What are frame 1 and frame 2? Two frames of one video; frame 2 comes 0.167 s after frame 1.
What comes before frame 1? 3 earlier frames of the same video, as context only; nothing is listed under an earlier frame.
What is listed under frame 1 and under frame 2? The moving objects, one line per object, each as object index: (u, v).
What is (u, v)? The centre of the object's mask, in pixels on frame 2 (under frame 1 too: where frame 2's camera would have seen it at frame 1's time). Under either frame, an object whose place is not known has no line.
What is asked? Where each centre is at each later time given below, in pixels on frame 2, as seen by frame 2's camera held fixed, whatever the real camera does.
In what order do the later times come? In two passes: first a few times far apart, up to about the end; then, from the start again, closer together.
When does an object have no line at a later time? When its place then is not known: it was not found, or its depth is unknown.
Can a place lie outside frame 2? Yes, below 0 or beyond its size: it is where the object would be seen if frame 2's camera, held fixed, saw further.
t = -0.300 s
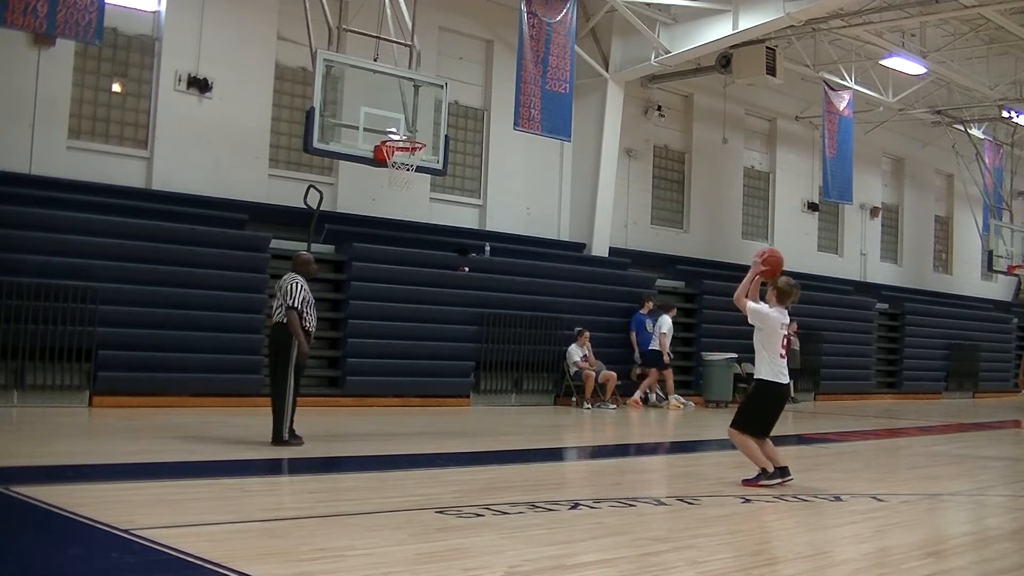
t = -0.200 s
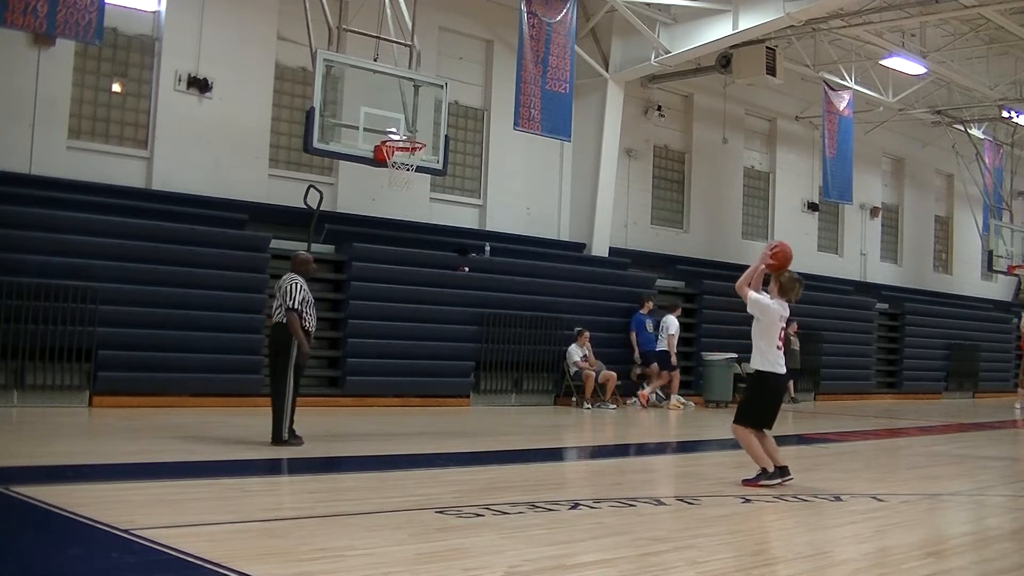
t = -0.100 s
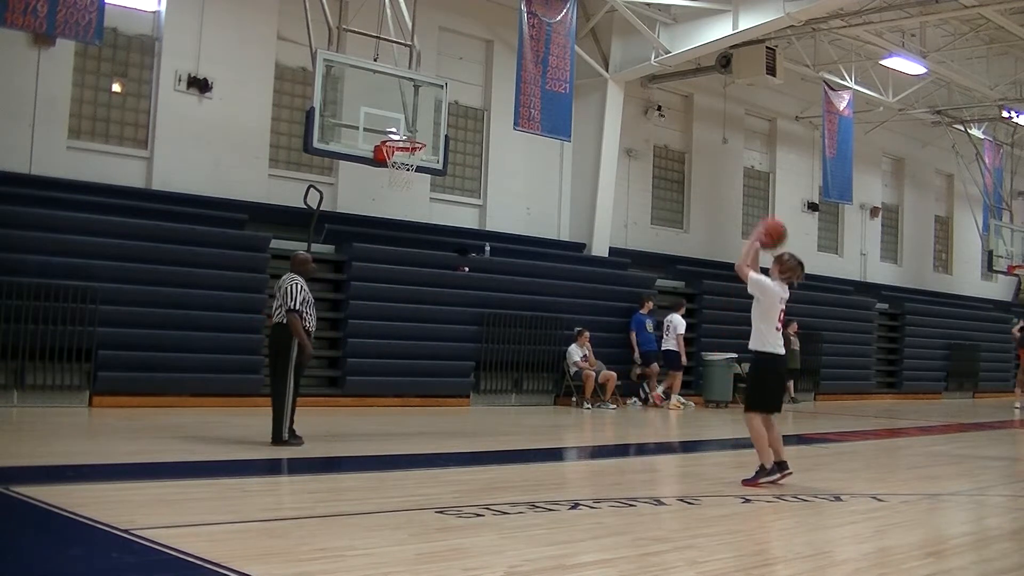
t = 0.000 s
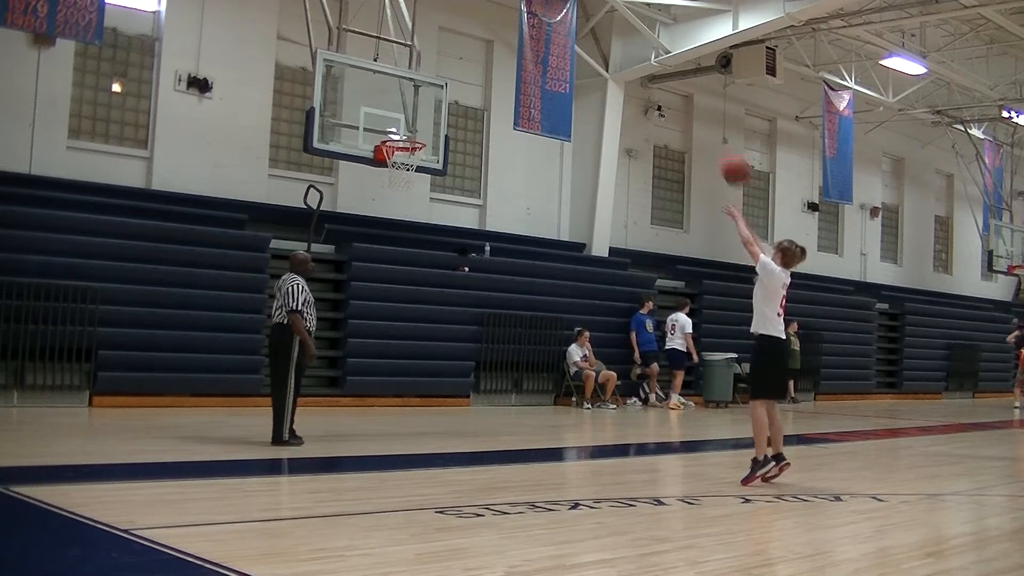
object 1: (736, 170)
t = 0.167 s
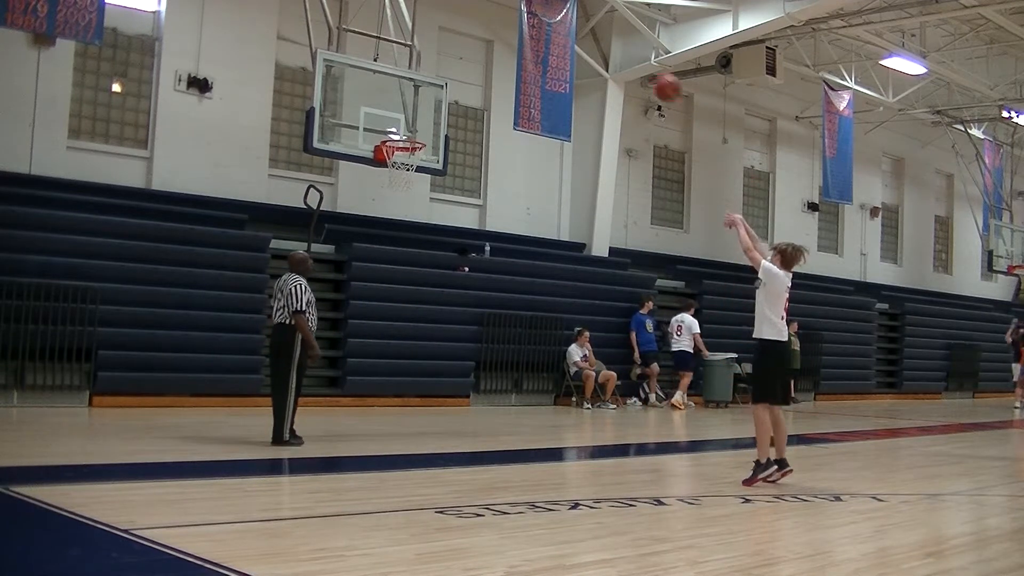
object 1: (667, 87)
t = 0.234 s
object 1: (642, 67)
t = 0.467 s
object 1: (560, 35)
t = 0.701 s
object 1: (487, 59)
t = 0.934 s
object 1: (421, 129)
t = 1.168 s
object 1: (384, 157)
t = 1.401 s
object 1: (412, 171)
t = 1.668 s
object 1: (434, 230)
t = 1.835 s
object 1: (445, 300)
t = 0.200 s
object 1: (655, 77)
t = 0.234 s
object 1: (642, 67)
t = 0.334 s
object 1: (605, 45)
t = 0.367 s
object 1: (593, 40)
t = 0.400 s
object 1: (583, 37)
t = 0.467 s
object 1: (560, 35)
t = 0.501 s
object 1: (549, 35)
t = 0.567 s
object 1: (528, 39)
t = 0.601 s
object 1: (517, 43)
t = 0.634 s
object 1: (507, 47)
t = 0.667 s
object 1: (497, 53)
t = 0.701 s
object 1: (487, 59)
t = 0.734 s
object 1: (477, 66)
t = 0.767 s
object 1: (468, 74)
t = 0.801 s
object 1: (458, 83)
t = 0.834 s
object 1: (449, 93)
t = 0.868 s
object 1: (440, 105)
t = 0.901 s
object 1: (430, 117)
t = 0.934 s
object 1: (421, 129)
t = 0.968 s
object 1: (413, 139)
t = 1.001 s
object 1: (402, 148)
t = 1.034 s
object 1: (399, 151)
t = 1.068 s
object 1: (391, 153)
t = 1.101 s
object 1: (385, 156)
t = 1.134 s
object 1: (384, 157)
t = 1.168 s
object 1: (384, 157)
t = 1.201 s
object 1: (386, 158)
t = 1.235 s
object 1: (390, 157)
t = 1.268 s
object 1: (393, 157)
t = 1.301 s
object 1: (396, 157)
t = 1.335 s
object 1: (402, 164)
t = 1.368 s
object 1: (404, 164)
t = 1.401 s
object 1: (412, 171)
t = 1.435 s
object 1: (414, 175)
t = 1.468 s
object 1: (417, 178)
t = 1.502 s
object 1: (420, 185)
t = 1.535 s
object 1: (422, 191)
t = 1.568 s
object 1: (425, 199)
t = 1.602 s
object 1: (428, 208)
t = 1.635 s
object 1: (431, 219)
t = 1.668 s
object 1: (434, 230)
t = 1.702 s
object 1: (436, 241)
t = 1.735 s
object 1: (438, 255)
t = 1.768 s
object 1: (441, 270)
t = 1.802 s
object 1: (443, 284)
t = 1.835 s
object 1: (445, 300)
